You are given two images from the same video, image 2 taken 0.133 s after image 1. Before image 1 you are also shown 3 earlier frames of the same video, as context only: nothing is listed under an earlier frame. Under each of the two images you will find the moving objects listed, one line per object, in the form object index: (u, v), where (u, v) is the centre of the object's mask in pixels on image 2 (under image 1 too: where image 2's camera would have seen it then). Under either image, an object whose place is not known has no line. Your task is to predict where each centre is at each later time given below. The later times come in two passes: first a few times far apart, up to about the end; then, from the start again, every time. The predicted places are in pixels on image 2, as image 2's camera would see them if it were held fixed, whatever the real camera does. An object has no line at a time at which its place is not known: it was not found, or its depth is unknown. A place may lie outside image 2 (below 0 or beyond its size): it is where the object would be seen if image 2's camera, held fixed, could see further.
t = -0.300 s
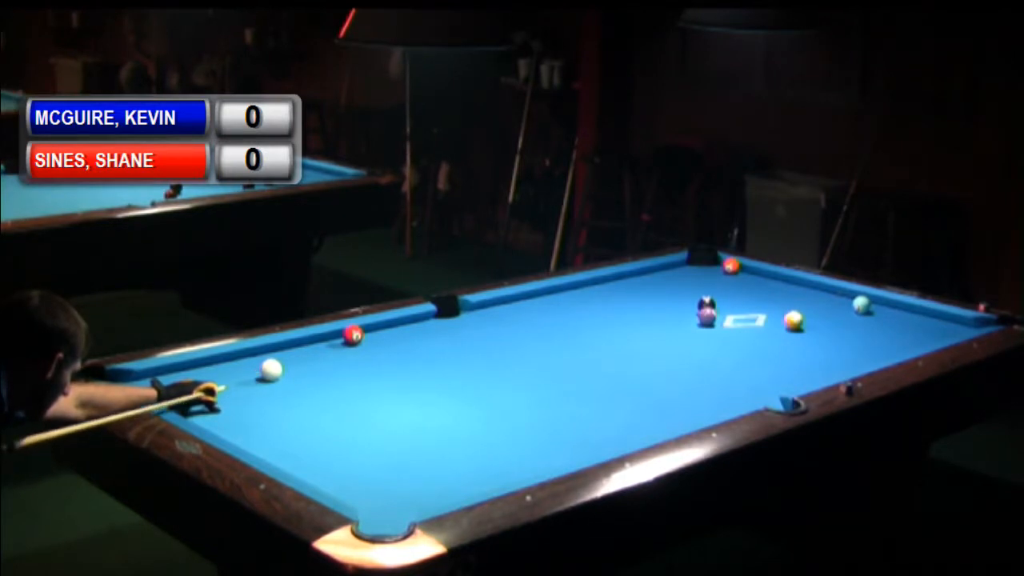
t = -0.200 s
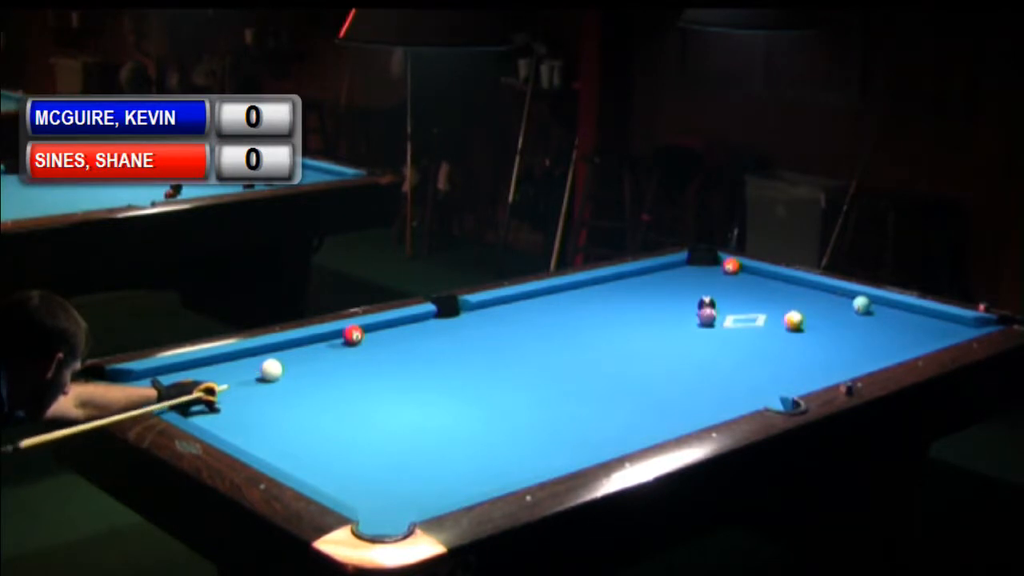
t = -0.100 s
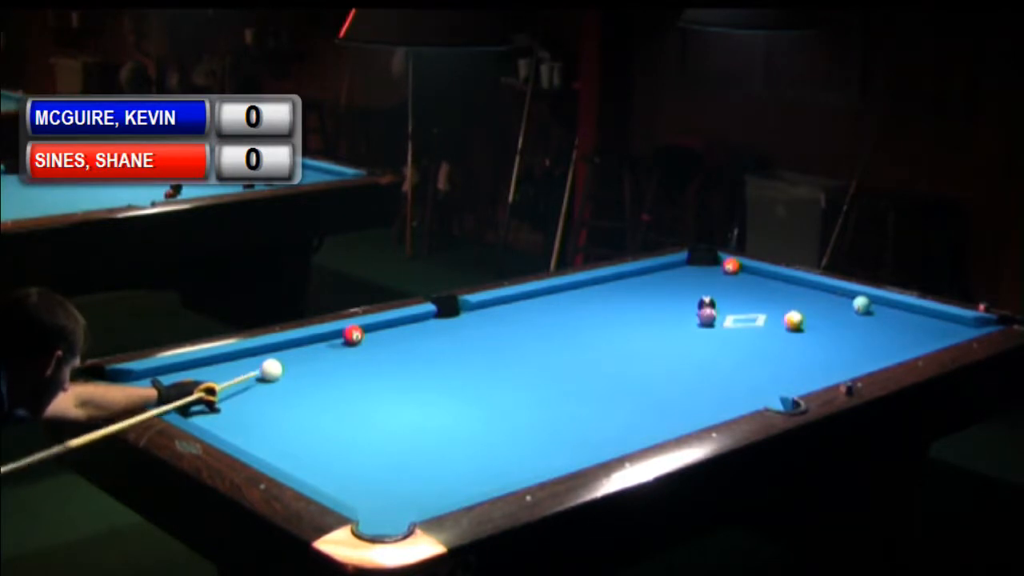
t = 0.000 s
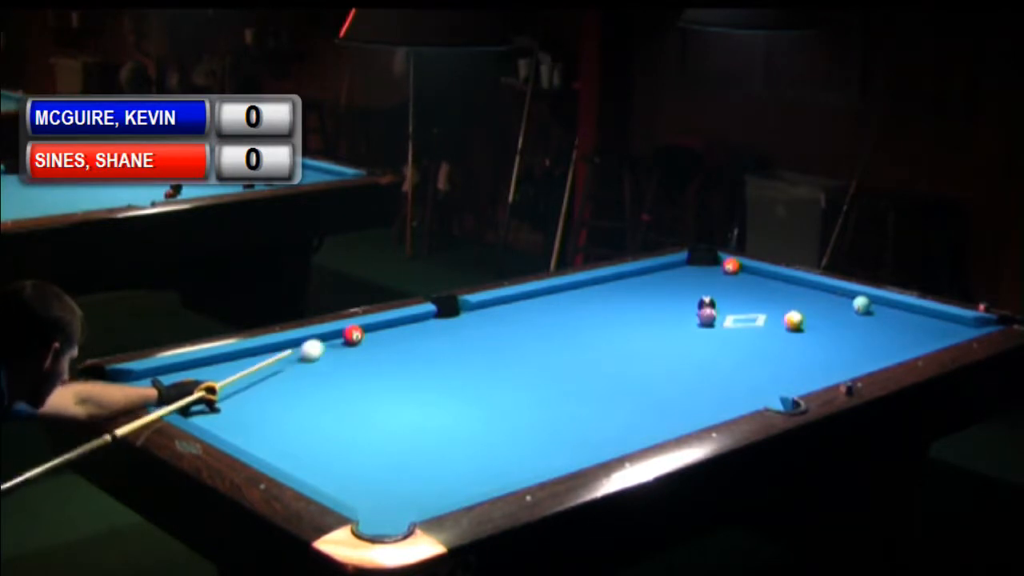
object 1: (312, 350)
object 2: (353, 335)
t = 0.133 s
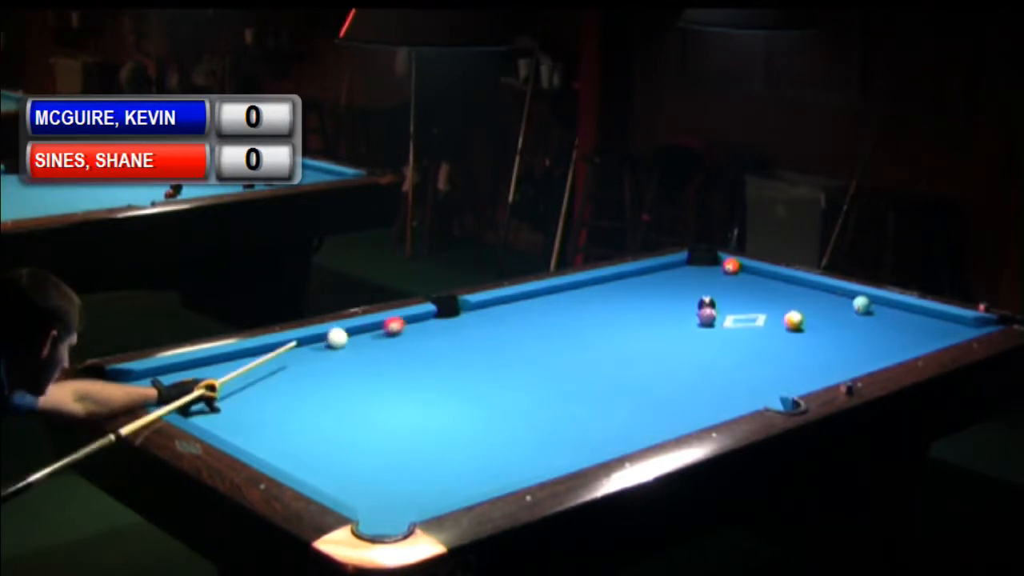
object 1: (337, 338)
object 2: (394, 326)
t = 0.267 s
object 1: (360, 342)
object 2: (454, 313)
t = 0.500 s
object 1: (408, 344)
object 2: (532, 296)
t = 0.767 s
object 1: (461, 346)
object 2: (609, 279)
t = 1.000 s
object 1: (505, 347)
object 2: (669, 266)
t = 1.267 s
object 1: (554, 349)
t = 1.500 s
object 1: (595, 350)
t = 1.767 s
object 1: (640, 352)
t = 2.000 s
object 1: (677, 353)
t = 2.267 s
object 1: (718, 354)
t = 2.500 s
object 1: (751, 355)
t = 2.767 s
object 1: (788, 356)
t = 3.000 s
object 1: (818, 357)
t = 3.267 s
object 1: (851, 358)
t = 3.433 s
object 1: (867, 356)
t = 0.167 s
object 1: (342, 339)
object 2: (410, 322)
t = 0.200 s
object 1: (348, 340)
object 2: (425, 319)
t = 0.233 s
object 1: (354, 341)
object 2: (440, 316)
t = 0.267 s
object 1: (360, 342)
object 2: (454, 313)
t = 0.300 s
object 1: (366, 343)
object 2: (466, 310)
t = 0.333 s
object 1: (374, 343)
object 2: (478, 308)
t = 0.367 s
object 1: (381, 343)
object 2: (490, 305)
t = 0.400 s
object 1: (387, 343)
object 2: (501, 303)
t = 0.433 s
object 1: (394, 344)
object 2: (511, 301)
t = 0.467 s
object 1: (401, 344)
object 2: (522, 299)
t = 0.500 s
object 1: (408, 344)
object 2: (532, 296)
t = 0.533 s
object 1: (414, 344)
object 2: (542, 294)
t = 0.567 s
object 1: (421, 344)
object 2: (552, 292)
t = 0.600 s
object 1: (428, 344)
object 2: (562, 290)
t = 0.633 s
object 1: (434, 345)
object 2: (572, 288)
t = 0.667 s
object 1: (441, 345)
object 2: (582, 285)
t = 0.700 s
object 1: (448, 345)
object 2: (591, 284)
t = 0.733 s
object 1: (454, 345)
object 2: (600, 281)
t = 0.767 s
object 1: (461, 346)
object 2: (609, 279)
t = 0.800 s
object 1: (467, 346)
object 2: (618, 277)
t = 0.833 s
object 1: (473, 346)
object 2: (626, 276)
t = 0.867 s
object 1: (480, 346)
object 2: (636, 273)
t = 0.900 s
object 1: (486, 347)
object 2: (644, 272)
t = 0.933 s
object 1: (492, 347)
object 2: (652, 270)
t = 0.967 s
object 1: (499, 347)
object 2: (661, 268)
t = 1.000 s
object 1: (505, 347)
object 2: (669, 266)
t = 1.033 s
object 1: (512, 347)
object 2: (677, 265)
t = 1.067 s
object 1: (518, 348)
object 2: (685, 263)
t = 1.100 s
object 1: (524, 348)
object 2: (693, 261)
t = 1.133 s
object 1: (530, 348)
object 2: (701, 259)
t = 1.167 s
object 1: (536, 348)
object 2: (709, 258)
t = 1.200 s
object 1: (542, 348)
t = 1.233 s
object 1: (548, 349)
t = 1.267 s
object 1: (554, 349)
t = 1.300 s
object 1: (560, 349)
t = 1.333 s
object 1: (566, 349)
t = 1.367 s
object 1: (572, 349)
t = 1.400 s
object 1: (578, 350)
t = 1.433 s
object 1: (584, 350)
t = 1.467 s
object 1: (589, 350)
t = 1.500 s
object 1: (595, 350)
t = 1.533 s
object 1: (601, 350)
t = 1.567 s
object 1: (607, 351)
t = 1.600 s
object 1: (612, 350)
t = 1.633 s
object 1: (618, 351)
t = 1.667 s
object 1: (623, 351)
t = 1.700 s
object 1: (629, 351)
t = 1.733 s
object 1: (635, 352)
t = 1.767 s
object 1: (640, 352)
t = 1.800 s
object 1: (645, 352)
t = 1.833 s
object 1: (651, 352)
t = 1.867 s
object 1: (656, 352)
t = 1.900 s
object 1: (662, 352)
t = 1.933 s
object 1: (667, 352)
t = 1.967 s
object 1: (672, 353)
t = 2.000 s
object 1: (677, 353)
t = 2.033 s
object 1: (683, 353)
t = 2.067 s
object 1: (687, 353)
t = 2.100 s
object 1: (693, 353)
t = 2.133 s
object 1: (698, 353)
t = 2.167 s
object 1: (703, 354)
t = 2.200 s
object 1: (708, 354)
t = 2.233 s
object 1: (713, 354)
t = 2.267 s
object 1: (718, 354)
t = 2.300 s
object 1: (723, 354)
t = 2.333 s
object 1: (728, 354)
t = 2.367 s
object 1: (732, 354)
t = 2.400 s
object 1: (738, 354)
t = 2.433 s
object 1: (742, 355)
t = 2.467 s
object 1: (747, 355)
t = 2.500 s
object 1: (751, 355)
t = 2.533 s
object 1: (756, 355)
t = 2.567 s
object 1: (761, 355)
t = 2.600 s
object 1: (766, 355)
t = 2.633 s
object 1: (770, 356)
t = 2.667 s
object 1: (775, 356)
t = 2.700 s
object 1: (779, 356)
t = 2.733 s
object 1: (784, 356)
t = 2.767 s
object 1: (788, 356)
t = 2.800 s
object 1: (793, 356)
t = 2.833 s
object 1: (797, 356)
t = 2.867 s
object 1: (801, 357)
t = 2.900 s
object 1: (806, 357)
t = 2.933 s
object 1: (810, 357)
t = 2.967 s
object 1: (814, 357)
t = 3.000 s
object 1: (818, 357)
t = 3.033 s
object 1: (823, 357)
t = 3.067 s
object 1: (827, 358)
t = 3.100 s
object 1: (831, 358)
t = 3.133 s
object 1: (835, 358)
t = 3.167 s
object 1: (839, 358)
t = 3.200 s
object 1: (843, 358)
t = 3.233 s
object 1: (847, 358)
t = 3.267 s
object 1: (851, 358)
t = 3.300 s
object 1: (854, 358)
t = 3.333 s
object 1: (858, 358)
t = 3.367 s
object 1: (862, 357)
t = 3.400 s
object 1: (864, 357)
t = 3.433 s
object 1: (867, 356)
